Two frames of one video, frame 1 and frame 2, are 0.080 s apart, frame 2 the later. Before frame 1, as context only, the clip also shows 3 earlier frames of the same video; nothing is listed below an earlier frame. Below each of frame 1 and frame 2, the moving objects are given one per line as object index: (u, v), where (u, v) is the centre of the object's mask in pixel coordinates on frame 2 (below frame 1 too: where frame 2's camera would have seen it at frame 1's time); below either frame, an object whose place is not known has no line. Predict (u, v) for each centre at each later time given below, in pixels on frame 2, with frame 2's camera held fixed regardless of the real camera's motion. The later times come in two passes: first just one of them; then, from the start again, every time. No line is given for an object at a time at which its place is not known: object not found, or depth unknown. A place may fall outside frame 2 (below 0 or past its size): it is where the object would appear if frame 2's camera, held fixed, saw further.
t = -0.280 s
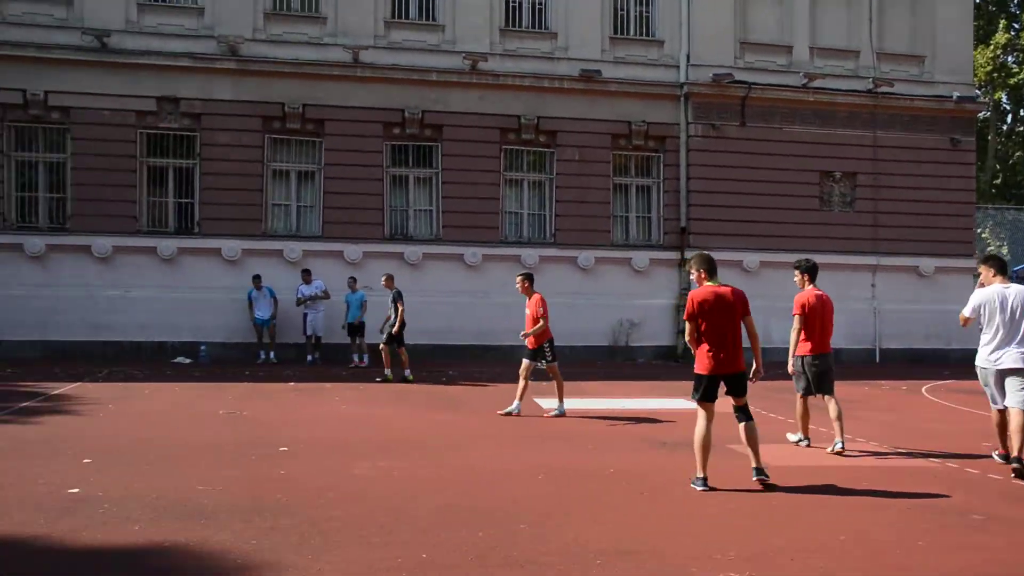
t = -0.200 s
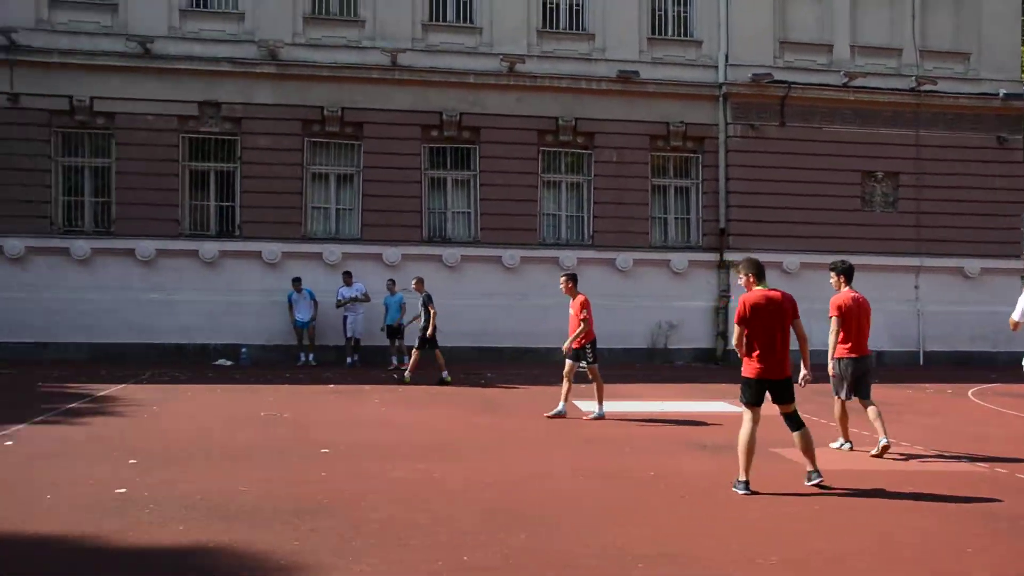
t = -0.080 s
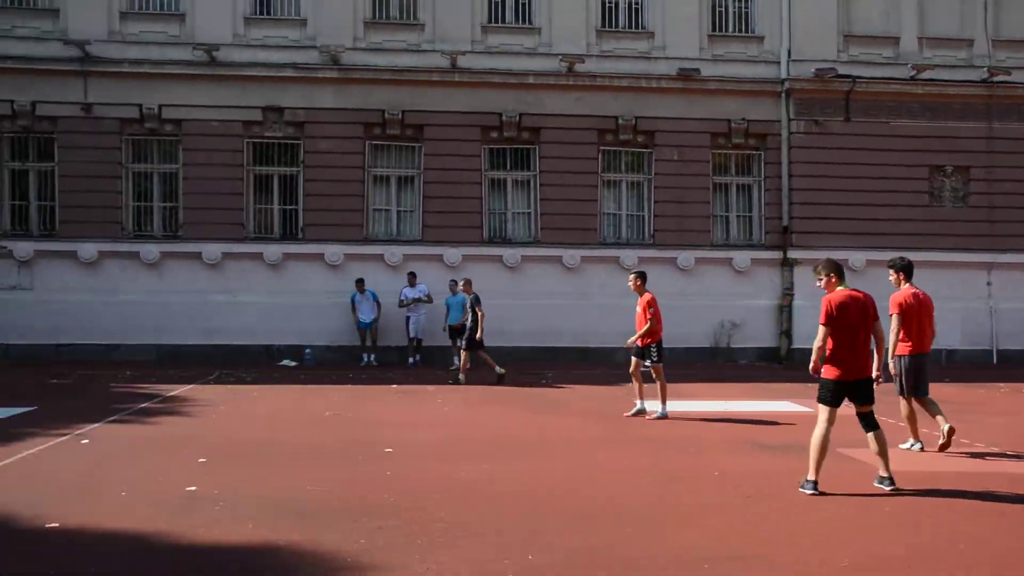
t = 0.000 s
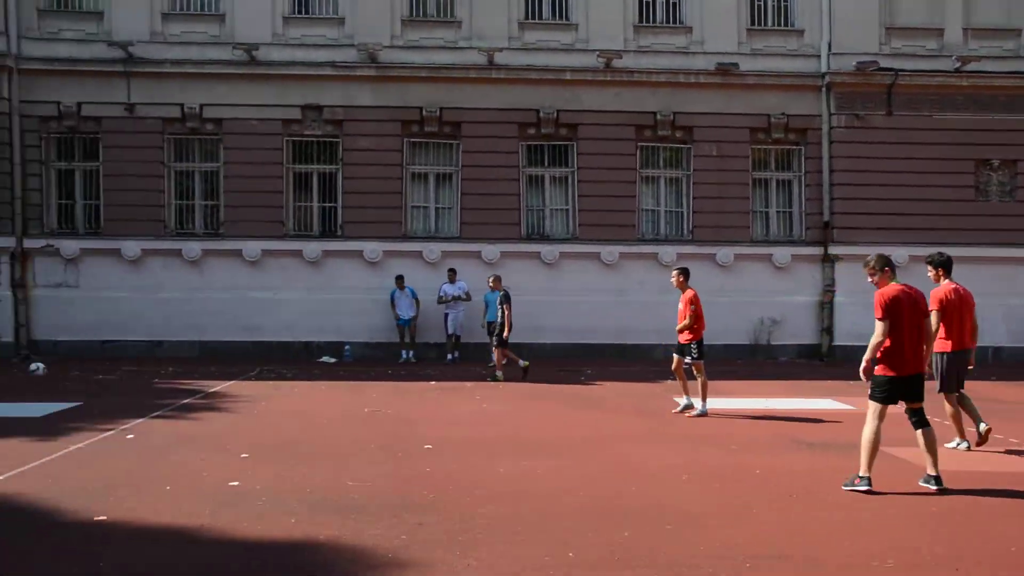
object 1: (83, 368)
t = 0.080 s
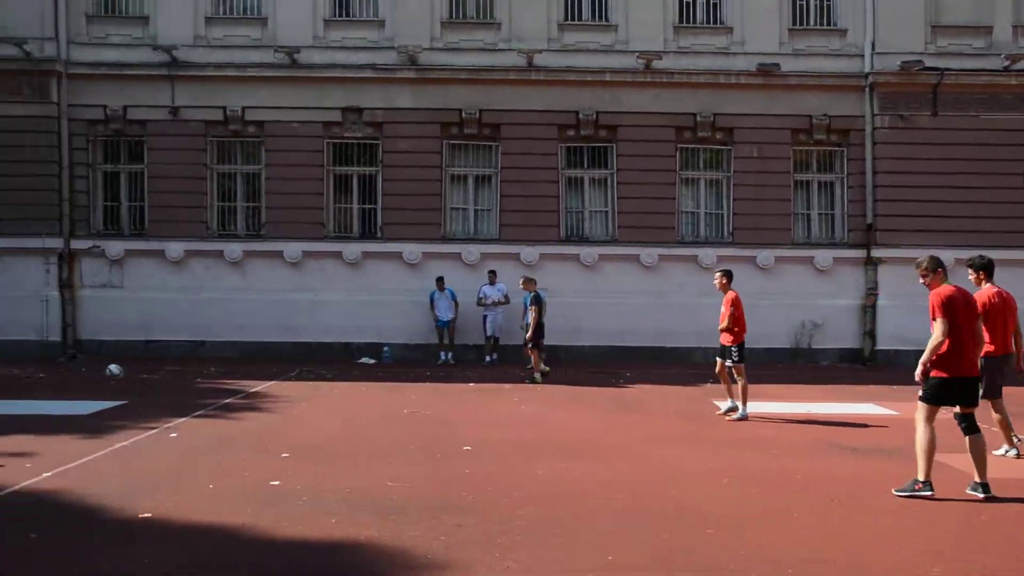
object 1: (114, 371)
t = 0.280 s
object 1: (189, 376)
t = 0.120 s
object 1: (130, 374)
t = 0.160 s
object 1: (145, 379)
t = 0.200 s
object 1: (159, 385)
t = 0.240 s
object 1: (175, 379)
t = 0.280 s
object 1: (189, 376)
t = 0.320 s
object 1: (205, 374)
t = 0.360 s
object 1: (220, 372)
